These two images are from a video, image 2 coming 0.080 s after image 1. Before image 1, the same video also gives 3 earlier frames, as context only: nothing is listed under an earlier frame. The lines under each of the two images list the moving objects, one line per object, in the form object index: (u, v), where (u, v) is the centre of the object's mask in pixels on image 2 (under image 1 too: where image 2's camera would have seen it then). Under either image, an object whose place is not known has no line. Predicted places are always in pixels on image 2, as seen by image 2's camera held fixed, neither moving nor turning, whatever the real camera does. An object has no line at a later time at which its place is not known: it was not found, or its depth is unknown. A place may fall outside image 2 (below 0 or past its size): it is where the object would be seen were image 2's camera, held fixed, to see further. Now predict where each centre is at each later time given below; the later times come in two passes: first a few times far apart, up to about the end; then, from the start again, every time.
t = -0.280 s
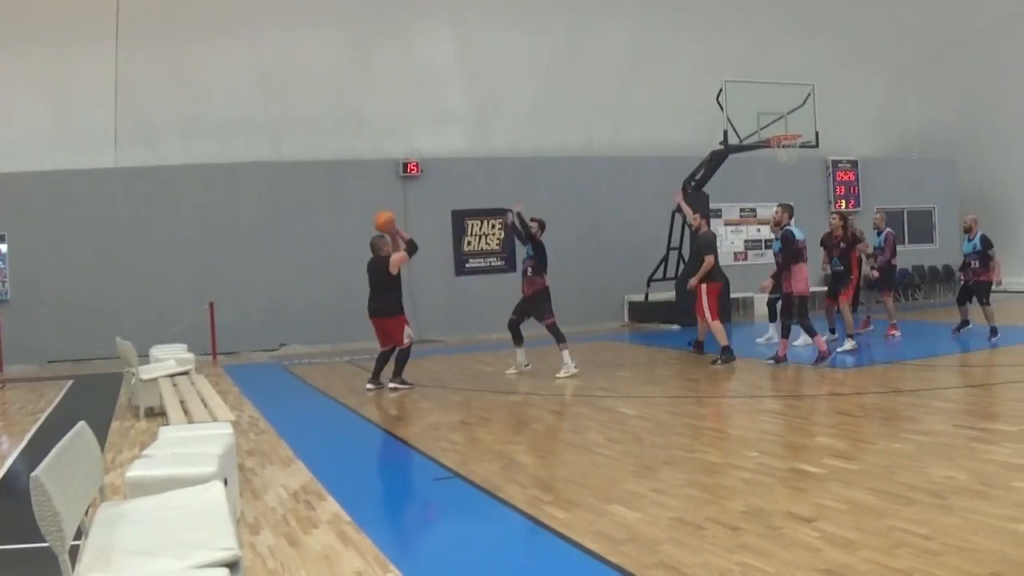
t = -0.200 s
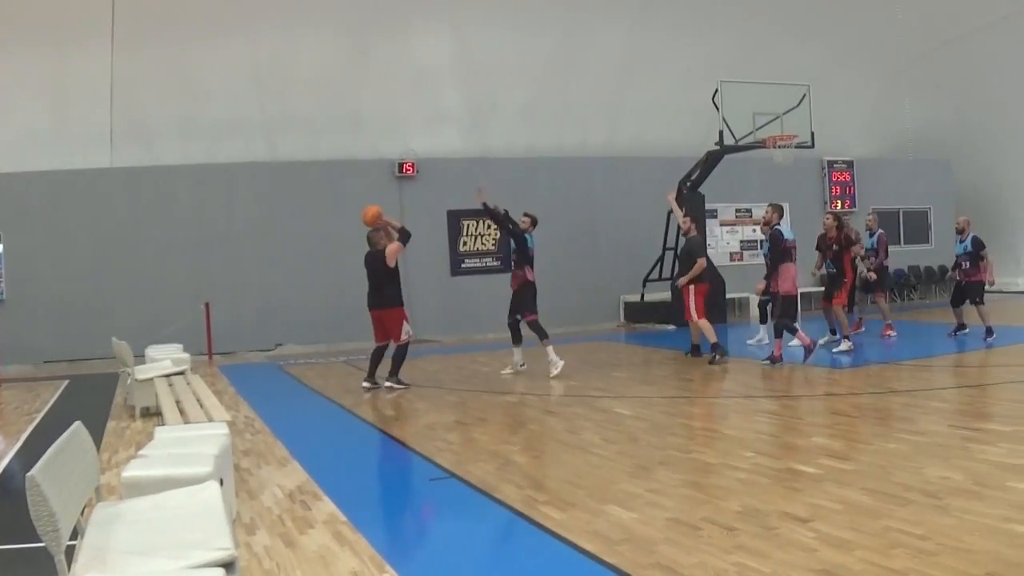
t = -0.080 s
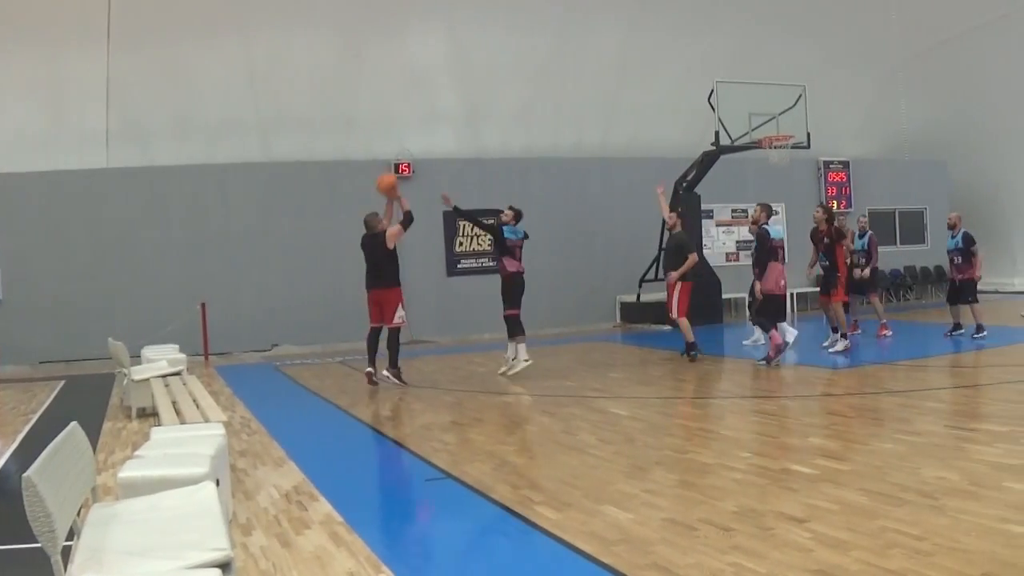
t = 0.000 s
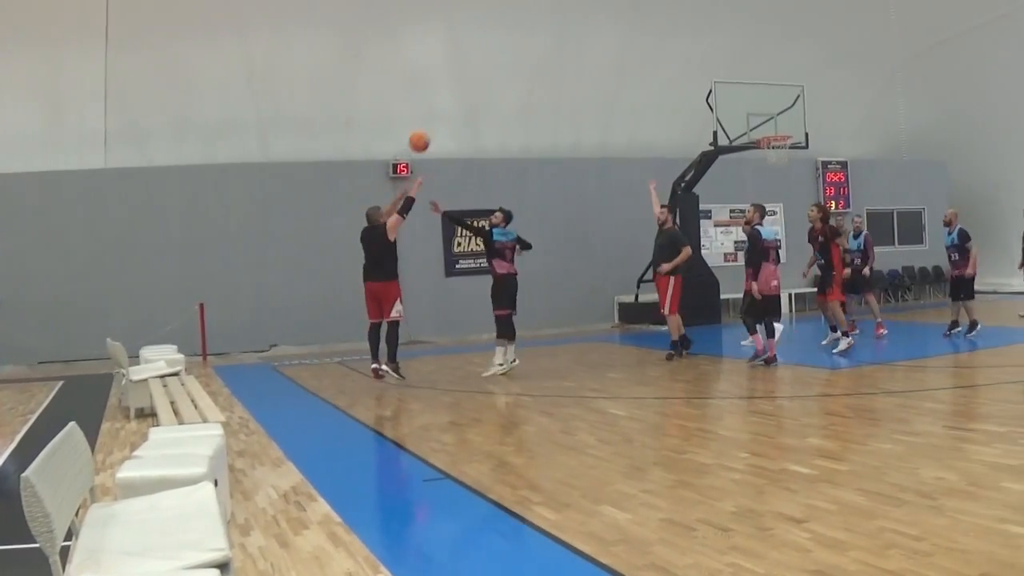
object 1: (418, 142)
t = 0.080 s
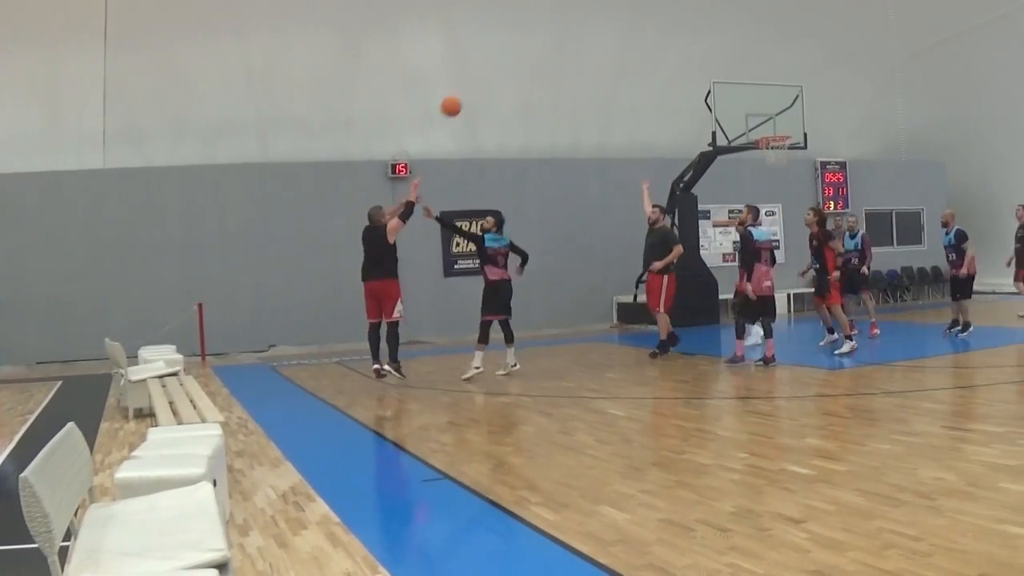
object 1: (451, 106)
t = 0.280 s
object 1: (525, 47)
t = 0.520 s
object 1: (604, 26)
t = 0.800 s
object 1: (683, 52)
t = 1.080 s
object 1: (752, 121)
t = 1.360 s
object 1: (815, 94)
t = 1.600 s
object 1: (870, 91)
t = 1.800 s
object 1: (917, 117)
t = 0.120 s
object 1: (467, 90)
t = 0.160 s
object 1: (482, 77)
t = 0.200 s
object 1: (497, 66)
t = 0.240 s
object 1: (511, 56)
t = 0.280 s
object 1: (525, 47)
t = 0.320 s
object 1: (539, 41)
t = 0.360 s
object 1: (553, 35)
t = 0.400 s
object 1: (566, 32)
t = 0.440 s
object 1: (579, 29)
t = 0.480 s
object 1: (592, 27)
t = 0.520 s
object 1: (604, 26)
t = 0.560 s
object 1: (616, 26)
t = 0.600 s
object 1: (627, 28)
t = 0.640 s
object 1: (638, 31)
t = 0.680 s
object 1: (650, 35)
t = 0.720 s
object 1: (662, 40)
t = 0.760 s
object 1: (672, 45)
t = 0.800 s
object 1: (683, 52)
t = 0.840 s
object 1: (694, 59)
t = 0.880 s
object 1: (703, 67)
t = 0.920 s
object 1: (714, 77)
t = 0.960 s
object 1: (724, 87)
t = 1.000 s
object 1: (733, 98)
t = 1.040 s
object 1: (743, 110)
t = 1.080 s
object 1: (752, 121)
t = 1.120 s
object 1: (761, 131)
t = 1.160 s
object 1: (770, 125)
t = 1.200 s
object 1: (779, 116)
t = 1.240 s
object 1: (789, 108)
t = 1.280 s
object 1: (797, 103)
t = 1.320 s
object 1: (806, 98)
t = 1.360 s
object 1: (815, 94)
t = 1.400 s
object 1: (824, 91)
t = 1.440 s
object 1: (833, 89)
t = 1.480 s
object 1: (842, 88)
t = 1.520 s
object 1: (852, 88)
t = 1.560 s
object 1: (861, 89)
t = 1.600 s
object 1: (870, 91)
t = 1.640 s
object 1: (879, 94)
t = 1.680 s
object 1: (888, 99)
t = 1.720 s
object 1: (898, 104)
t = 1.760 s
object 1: (907, 110)
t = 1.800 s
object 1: (917, 117)
